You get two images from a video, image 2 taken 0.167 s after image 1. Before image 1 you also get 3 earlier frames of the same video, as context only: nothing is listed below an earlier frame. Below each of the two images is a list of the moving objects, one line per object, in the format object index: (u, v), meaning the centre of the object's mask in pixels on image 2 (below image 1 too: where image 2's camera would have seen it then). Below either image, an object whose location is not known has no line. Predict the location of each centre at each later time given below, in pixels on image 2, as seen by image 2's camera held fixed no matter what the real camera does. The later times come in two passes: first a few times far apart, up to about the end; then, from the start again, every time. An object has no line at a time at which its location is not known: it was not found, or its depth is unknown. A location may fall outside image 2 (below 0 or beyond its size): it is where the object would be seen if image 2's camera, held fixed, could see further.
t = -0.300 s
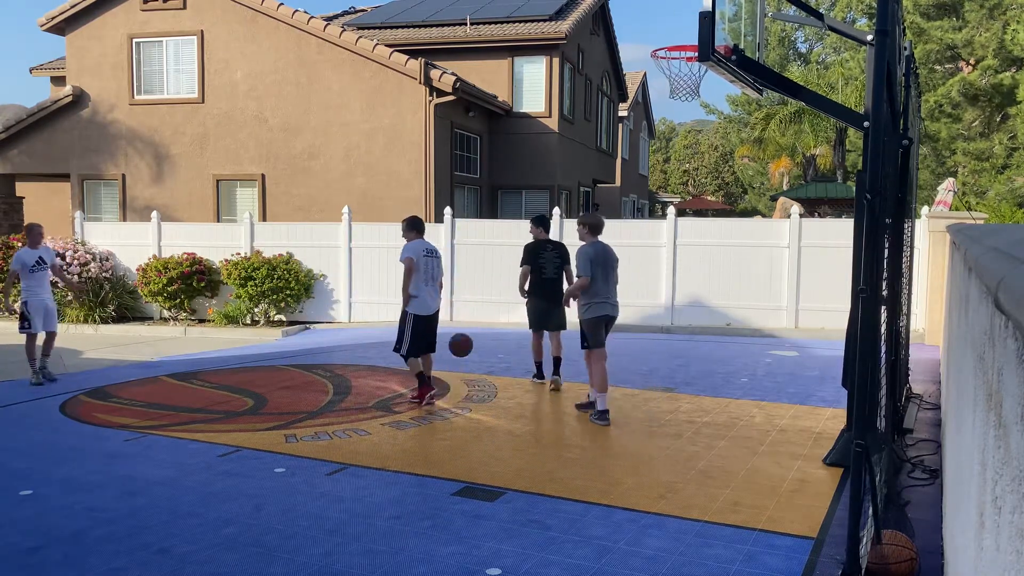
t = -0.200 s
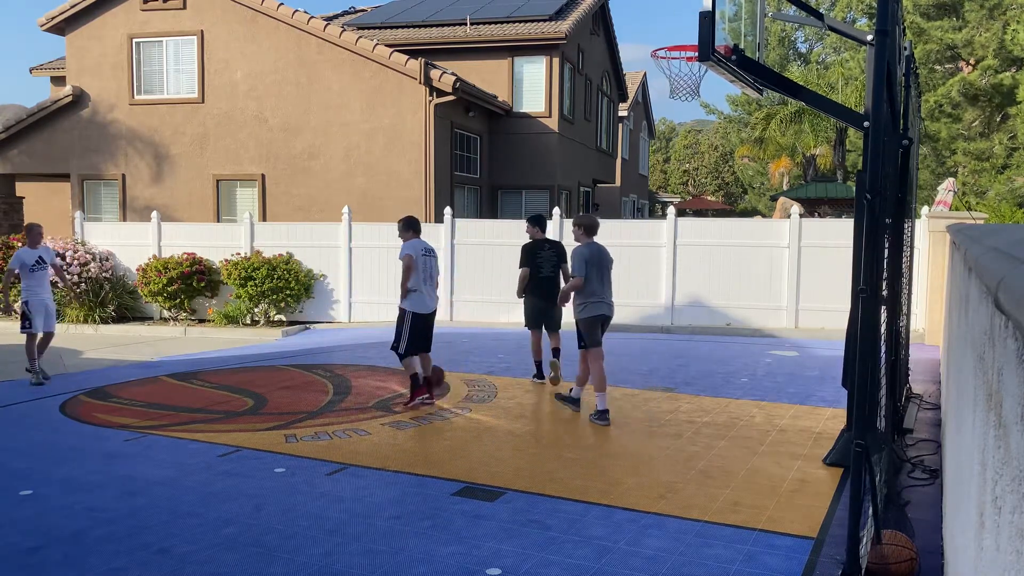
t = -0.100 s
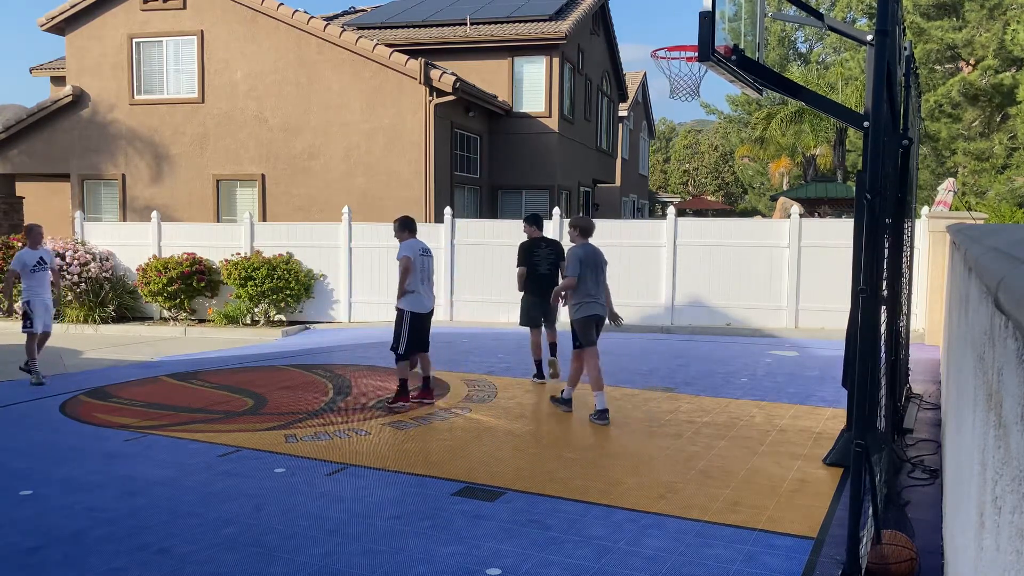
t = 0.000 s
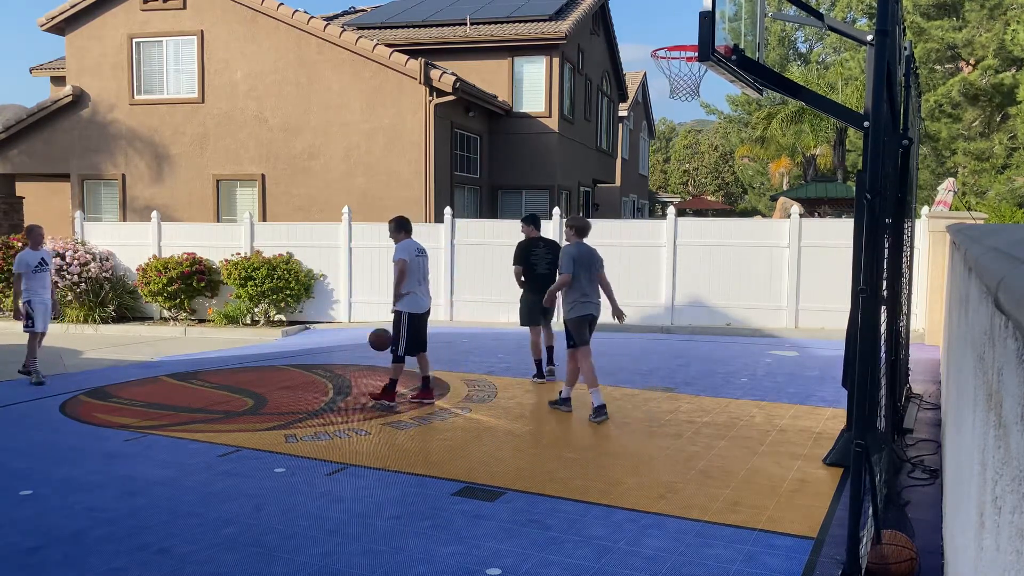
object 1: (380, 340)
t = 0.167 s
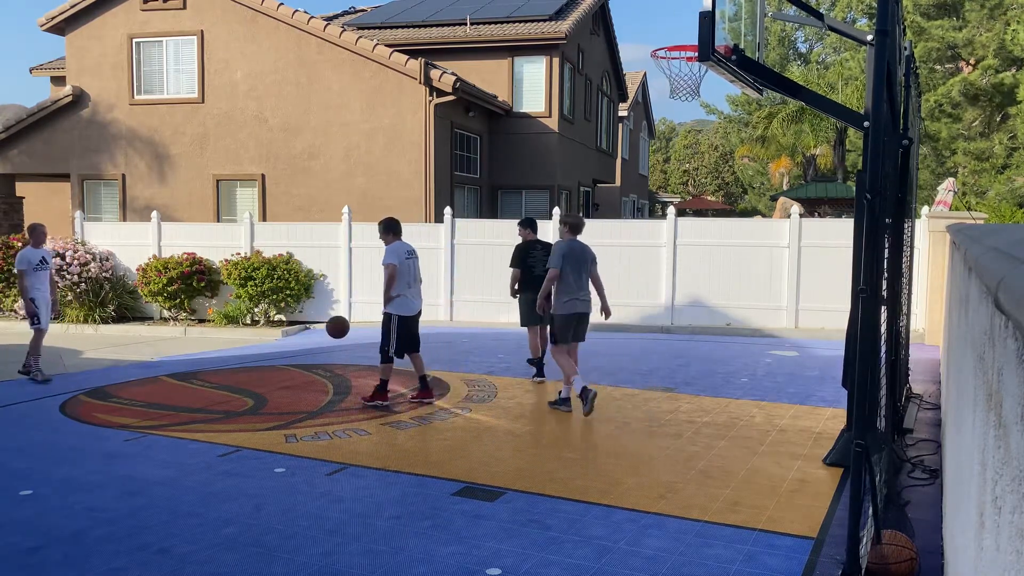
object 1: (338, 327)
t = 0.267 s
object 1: (312, 333)
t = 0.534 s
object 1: (249, 367)
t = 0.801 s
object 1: (189, 340)
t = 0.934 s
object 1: (160, 352)
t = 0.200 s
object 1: (329, 328)
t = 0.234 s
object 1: (321, 330)
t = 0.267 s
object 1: (312, 333)
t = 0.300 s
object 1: (304, 336)
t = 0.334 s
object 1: (296, 341)
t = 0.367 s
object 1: (288, 347)
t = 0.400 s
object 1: (280, 354)
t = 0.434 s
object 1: (272, 361)
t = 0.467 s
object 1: (263, 371)
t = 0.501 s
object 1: (256, 375)
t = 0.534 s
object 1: (249, 367)
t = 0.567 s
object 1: (241, 360)
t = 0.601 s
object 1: (233, 354)
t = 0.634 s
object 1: (226, 349)
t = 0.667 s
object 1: (218, 345)
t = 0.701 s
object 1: (211, 342)
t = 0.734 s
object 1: (204, 341)
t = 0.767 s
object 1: (196, 340)
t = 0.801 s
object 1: (189, 340)
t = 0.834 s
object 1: (181, 341)
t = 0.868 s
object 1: (174, 344)
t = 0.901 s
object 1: (167, 347)
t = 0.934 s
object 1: (160, 352)
